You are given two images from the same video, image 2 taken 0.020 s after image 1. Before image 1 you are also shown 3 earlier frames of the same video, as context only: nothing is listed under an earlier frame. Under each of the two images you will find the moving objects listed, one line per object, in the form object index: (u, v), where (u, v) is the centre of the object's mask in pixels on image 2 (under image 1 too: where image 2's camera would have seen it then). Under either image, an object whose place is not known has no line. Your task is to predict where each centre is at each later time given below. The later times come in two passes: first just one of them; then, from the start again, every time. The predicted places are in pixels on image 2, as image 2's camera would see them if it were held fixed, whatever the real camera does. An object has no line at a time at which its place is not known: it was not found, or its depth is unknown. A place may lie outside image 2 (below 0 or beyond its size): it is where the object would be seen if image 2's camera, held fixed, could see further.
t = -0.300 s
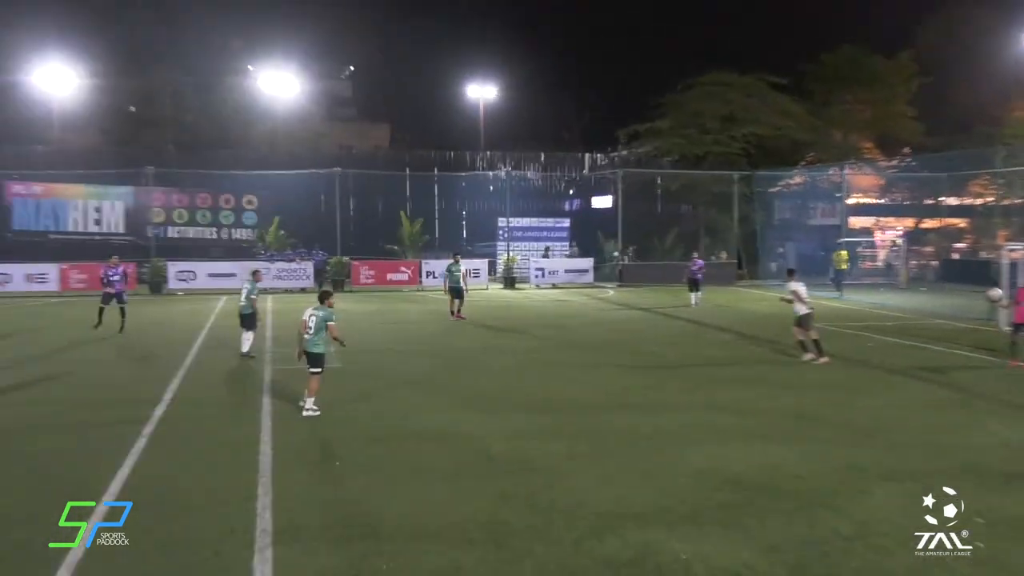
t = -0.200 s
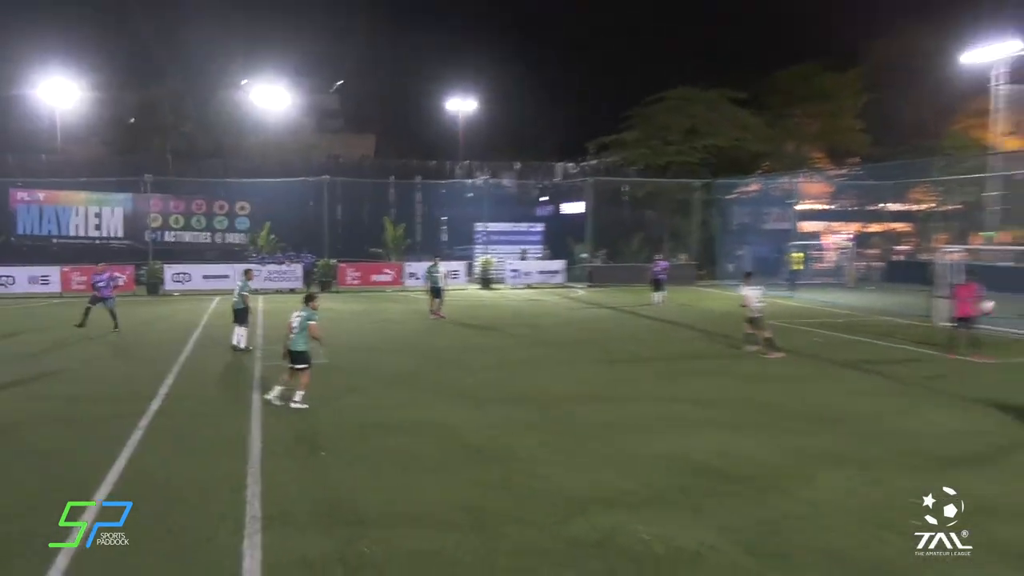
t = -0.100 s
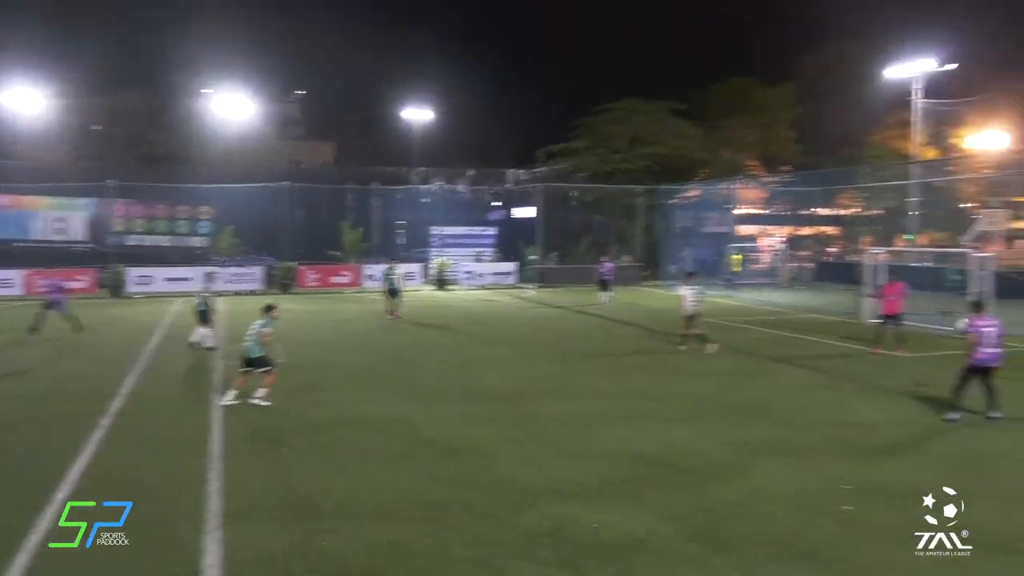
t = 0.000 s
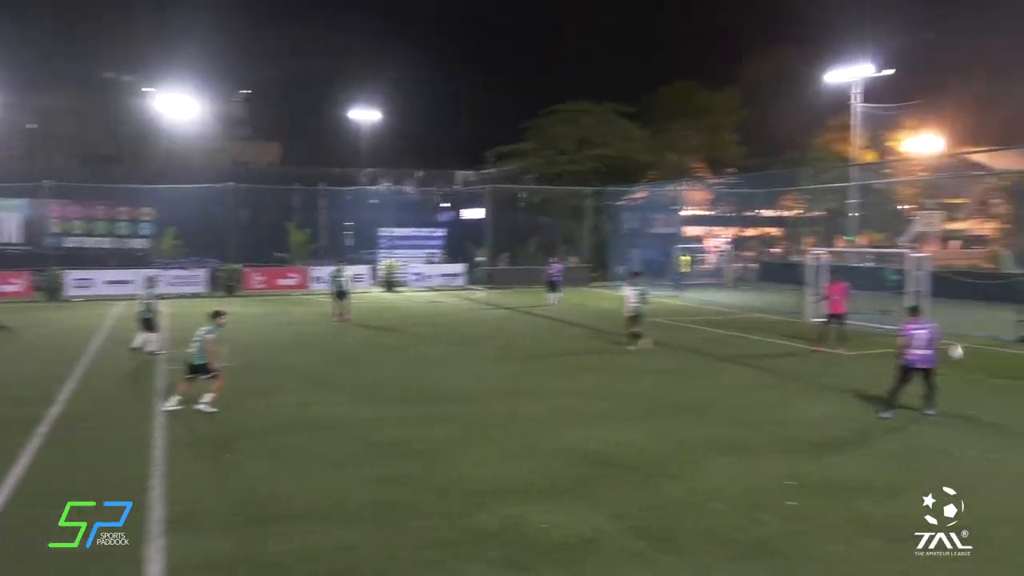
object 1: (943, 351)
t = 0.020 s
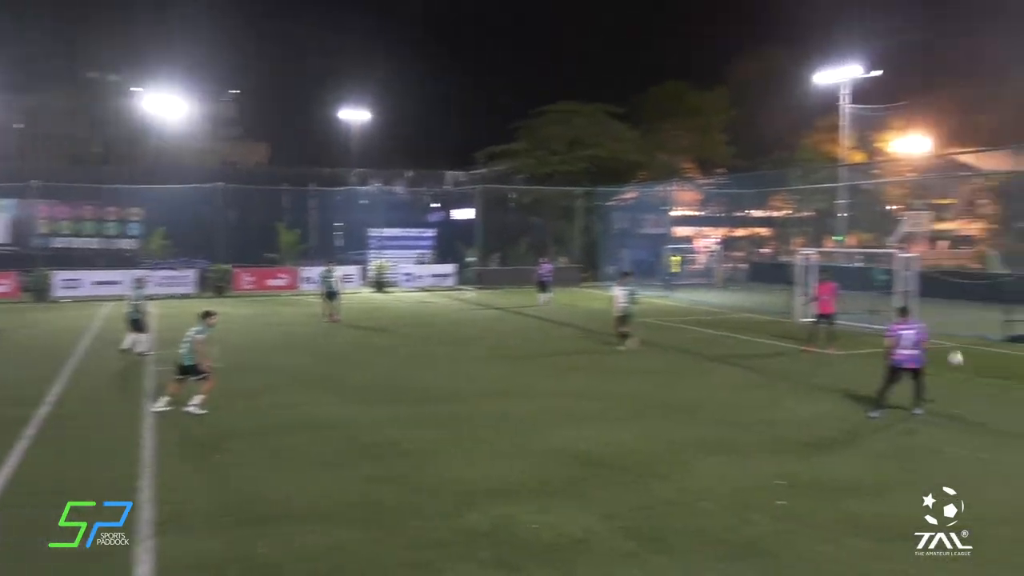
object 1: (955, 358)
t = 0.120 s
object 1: (1018, 402)
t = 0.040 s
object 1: (967, 366)
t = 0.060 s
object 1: (979, 374)
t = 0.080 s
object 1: (992, 383)
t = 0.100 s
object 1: (1005, 392)
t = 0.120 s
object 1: (1018, 402)
